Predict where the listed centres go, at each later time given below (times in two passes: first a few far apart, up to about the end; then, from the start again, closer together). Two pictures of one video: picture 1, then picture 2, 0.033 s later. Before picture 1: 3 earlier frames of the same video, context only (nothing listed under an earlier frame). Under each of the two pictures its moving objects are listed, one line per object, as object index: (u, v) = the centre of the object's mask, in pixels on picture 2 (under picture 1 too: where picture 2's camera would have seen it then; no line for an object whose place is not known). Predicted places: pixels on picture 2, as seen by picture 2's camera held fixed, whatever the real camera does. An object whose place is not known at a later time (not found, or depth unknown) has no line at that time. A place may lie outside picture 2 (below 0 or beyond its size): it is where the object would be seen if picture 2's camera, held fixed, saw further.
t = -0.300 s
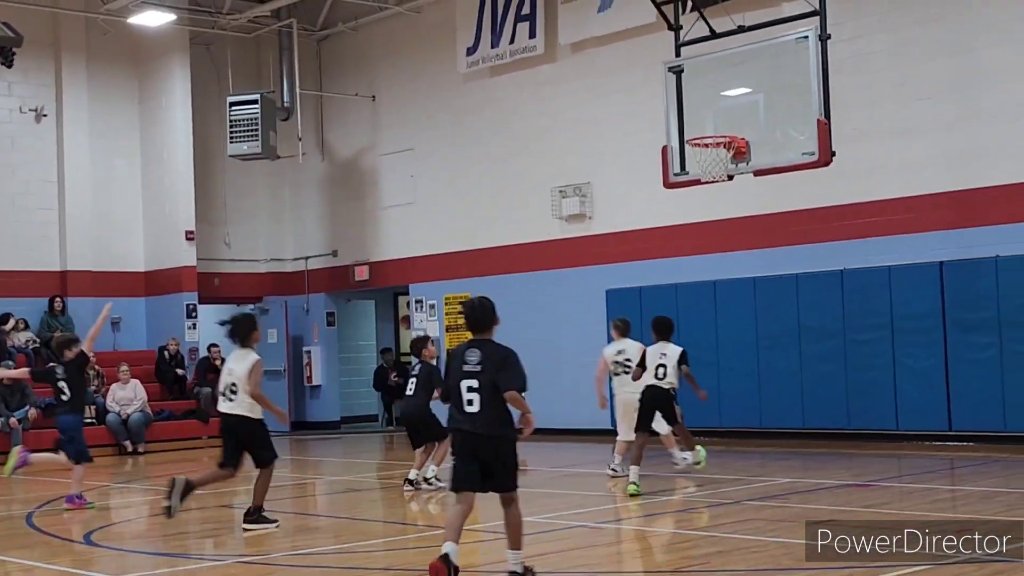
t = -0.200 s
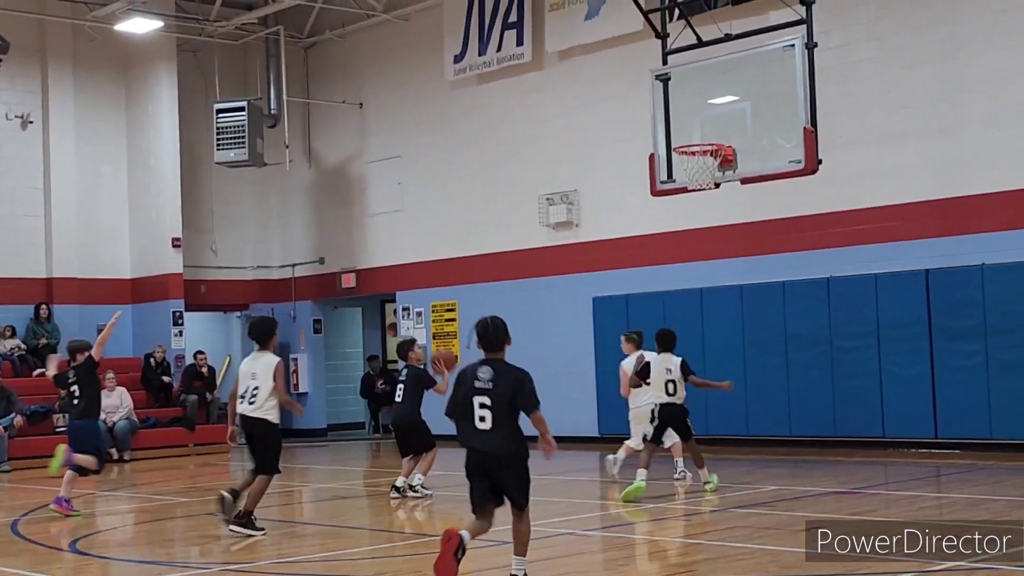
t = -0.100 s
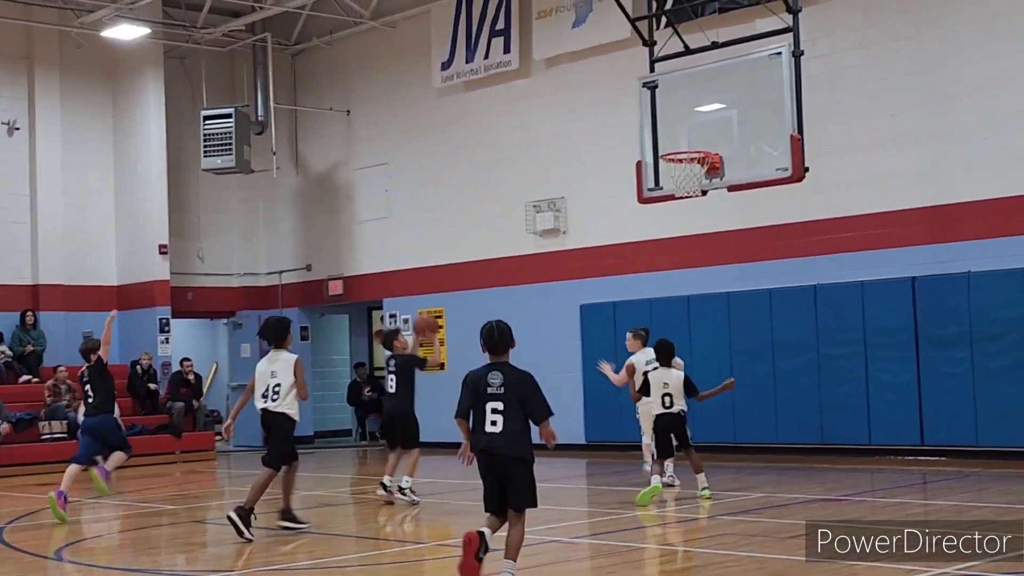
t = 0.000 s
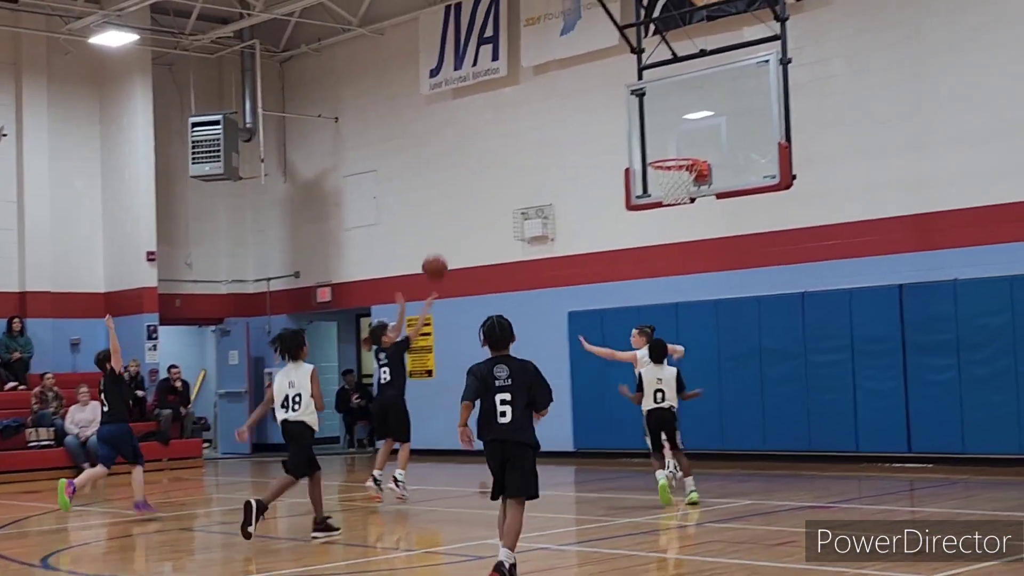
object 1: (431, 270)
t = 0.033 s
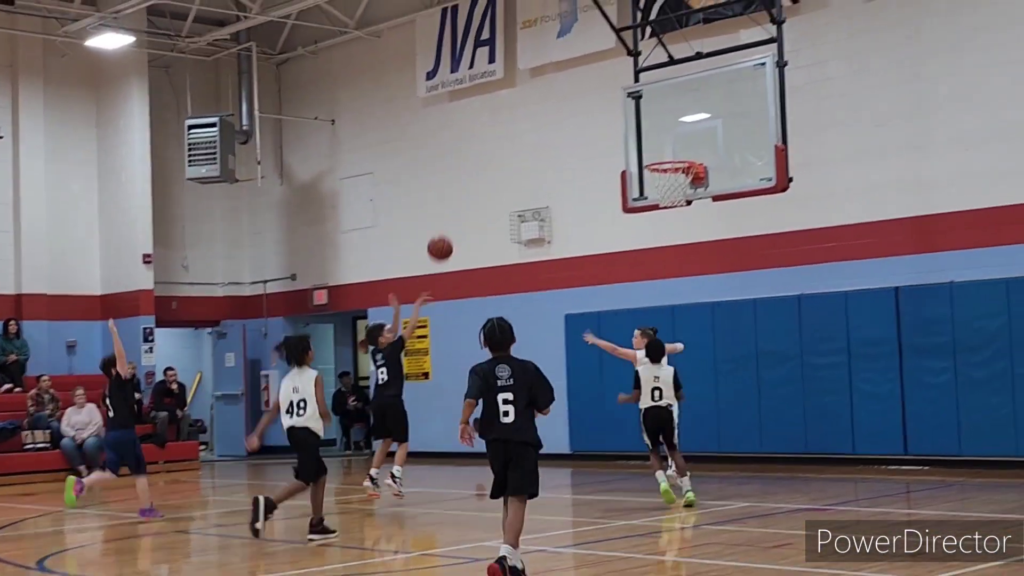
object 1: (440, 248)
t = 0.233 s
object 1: (492, 148)
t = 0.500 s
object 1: (560, 85)
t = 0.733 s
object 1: (619, 92)
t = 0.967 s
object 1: (678, 153)
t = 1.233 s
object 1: (656, 182)
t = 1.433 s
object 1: (675, 212)
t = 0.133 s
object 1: (466, 192)
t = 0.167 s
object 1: (475, 176)
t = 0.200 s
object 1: (484, 161)
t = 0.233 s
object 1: (492, 148)
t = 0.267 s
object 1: (501, 136)
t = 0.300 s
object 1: (510, 125)
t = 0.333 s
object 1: (518, 115)
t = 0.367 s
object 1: (526, 107)
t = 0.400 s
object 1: (535, 99)
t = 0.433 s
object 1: (544, 93)
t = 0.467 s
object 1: (552, 88)
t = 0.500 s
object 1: (560, 85)
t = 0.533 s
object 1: (569, 82)
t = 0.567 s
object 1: (577, 81)
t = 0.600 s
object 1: (585, 81)
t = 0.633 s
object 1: (594, 82)
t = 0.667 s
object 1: (602, 84)
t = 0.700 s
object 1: (610, 87)
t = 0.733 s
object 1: (619, 92)
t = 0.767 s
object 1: (627, 97)
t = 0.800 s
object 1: (636, 104)
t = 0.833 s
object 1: (644, 112)
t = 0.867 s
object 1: (653, 121)
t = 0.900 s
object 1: (661, 131)
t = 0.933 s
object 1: (669, 142)
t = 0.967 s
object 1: (678, 153)
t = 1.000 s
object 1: (679, 161)
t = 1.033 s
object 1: (669, 168)
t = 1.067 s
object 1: (659, 175)
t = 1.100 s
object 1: (655, 177)
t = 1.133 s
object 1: (654, 180)
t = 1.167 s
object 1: (655, 180)
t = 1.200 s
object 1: (655, 180)
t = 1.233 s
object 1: (656, 182)
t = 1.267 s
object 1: (659, 186)
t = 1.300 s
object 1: (661, 189)
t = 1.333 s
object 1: (664, 192)
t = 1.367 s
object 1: (668, 195)
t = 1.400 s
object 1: (672, 202)
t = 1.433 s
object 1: (675, 212)
